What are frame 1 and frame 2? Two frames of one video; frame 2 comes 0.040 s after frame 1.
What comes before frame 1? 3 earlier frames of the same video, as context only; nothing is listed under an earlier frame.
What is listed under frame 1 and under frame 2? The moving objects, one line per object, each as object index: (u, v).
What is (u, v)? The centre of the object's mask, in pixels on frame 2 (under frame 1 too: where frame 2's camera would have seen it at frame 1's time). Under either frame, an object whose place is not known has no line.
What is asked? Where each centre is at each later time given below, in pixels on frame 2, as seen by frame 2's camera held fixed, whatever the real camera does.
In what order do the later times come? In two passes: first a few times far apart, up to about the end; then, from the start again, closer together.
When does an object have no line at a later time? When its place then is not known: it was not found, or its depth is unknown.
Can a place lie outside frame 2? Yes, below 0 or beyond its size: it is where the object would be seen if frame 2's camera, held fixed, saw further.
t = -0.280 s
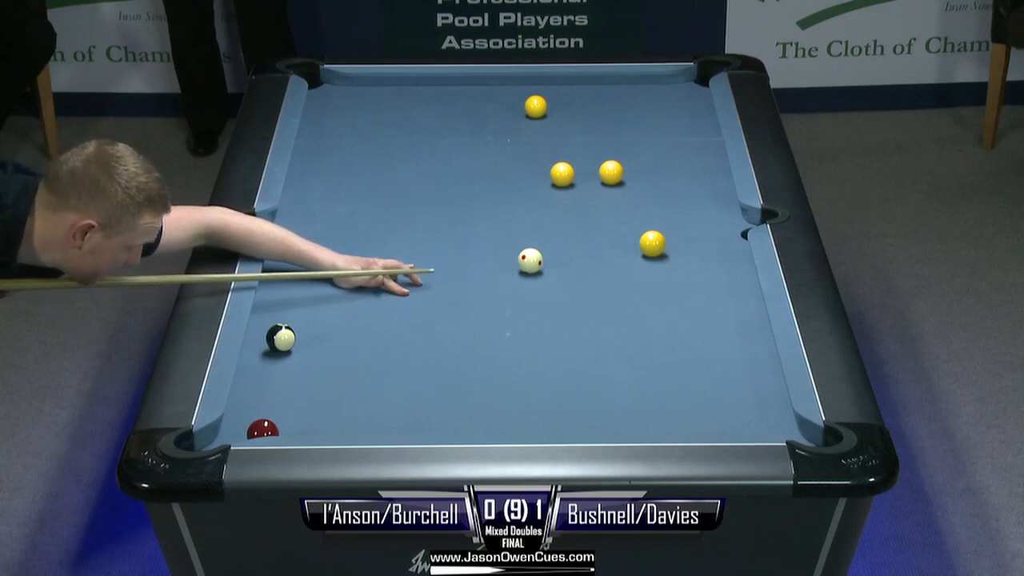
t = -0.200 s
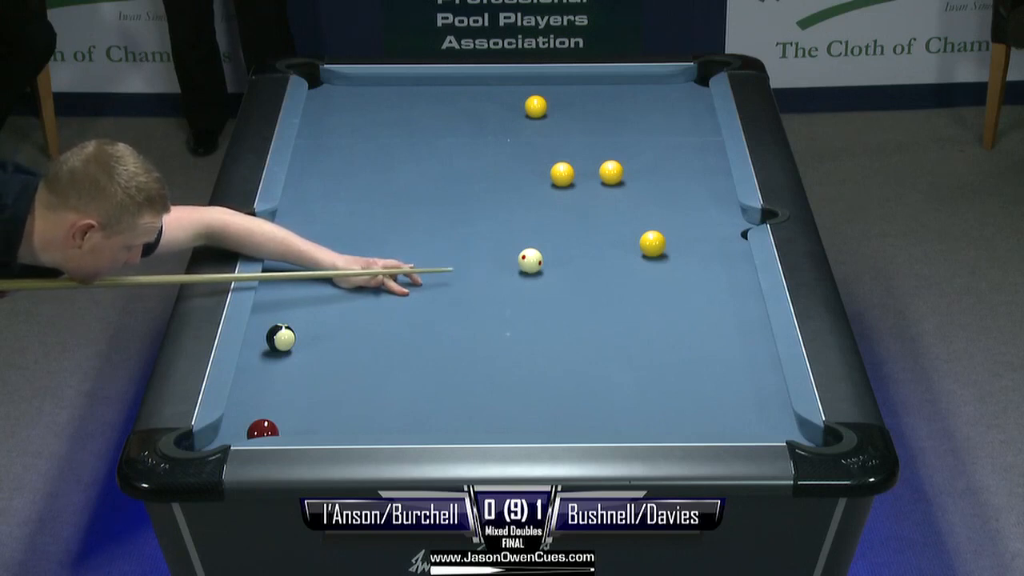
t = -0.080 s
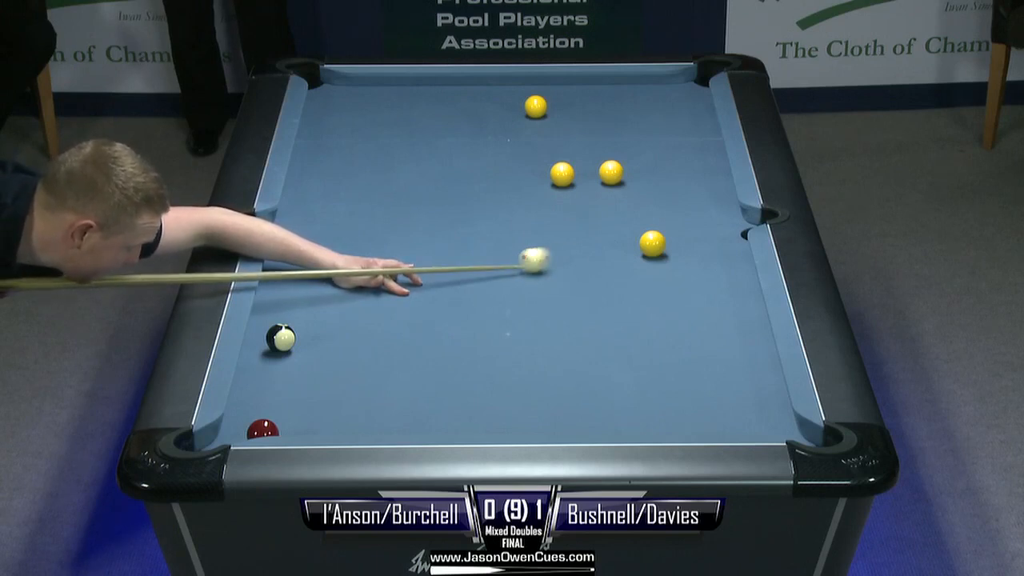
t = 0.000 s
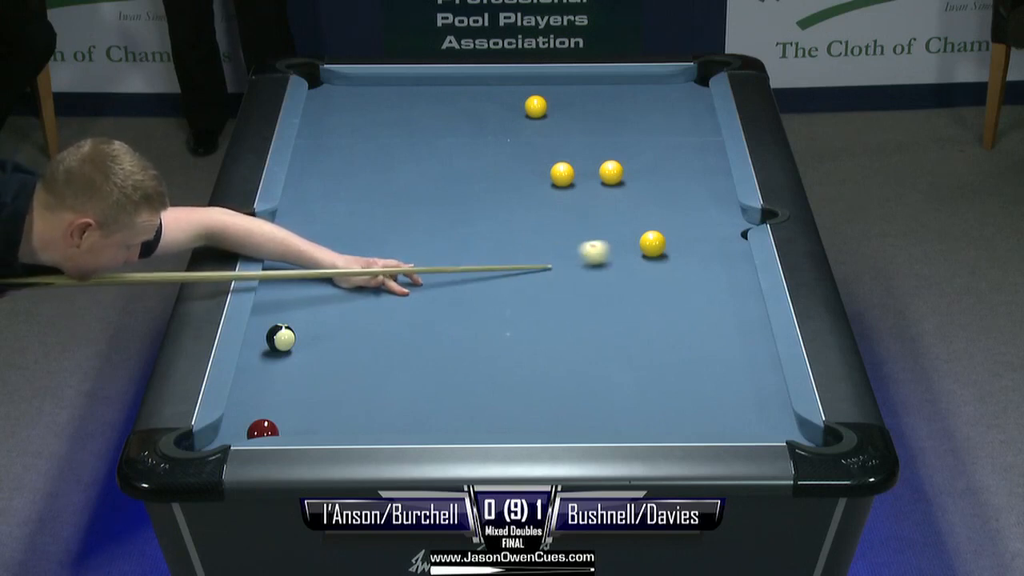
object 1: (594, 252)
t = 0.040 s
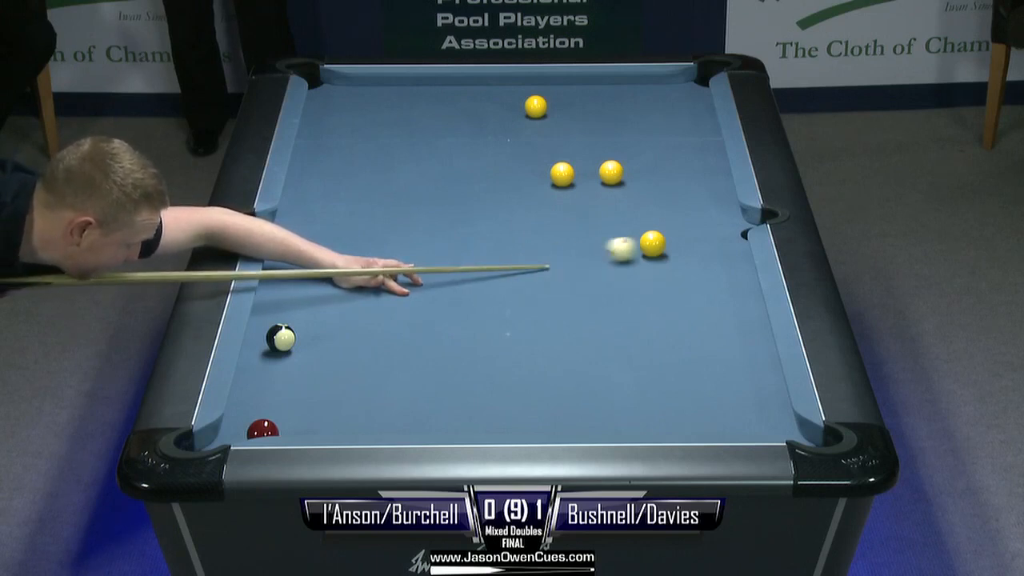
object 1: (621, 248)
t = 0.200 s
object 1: (620, 252)
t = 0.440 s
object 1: (606, 257)
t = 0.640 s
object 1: (597, 260)
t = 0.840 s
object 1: (589, 263)
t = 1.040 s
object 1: (582, 265)
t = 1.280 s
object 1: (575, 268)
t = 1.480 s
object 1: (571, 269)
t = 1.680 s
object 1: (569, 269)
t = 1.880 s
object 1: (568, 270)
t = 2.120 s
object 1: (569, 270)
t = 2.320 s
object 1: (569, 270)
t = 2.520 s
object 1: (569, 269)
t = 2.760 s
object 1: (569, 269)
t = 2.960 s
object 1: (569, 269)
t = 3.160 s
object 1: (569, 269)
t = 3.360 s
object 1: (559, 273)
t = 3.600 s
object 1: (572, 271)
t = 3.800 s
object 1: (569, 269)
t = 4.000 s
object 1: (569, 269)
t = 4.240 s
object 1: (569, 269)
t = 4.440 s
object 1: (569, 269)
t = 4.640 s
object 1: (569, 269)
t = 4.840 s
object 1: (569, 269)
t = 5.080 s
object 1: (569, 269)
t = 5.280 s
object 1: (569, 269)
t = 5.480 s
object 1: (569, 269)
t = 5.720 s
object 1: (569, 269)
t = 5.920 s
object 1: (569, 269)
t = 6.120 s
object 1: (569, 269)
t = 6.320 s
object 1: (569, 269)
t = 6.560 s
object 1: (569, 269)
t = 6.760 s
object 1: (569, 269)
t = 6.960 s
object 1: (569, 269)
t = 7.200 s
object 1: (569, 269)
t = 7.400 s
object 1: (569, 269)
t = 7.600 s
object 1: (569, 269)
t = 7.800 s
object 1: (569, 269)
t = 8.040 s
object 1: (569, 269)
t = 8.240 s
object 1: (569, 269)
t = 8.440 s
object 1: (569, 269)
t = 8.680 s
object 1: (569, 269)
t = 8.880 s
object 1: (569, 269)
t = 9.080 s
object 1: (569, 269)
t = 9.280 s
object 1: (569, 269)
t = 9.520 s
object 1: (569, 269)
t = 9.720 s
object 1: (569, 269)
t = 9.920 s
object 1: (569, 269)
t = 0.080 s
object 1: (628, 249)
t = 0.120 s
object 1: (625, 250)
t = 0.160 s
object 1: (623, 251)
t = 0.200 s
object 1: (620, 252)
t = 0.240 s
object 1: (618, 253)
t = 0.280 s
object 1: (615, 253)
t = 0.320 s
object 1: (613, 254)
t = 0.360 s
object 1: (611, 255)
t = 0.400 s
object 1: (609, 256)
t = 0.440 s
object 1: (606, 257)
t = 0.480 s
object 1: (604, 257)
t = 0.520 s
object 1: (602, 258)
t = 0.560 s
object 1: (600, 259)
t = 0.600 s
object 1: (599, 259)
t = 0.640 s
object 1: (597, 260)
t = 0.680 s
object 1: (595, 261)
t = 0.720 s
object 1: (593, 261)
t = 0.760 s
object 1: (592, 262)
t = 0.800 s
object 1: (590, 262)
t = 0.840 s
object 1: (589, 263)
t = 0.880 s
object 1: (587, 263)
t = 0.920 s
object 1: (585, 264)
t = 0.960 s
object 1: (584, 264)
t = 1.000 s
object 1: (583, 265)
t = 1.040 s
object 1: (582, 265)
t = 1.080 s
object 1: (580, 266)
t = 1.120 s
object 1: (579, 266)
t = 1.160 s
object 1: (578, 267)
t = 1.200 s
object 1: (577, 267)
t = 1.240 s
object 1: (576, 267)
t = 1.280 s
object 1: (575, 268)
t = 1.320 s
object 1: (574, 268)
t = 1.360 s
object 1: (573, 268)
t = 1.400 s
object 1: (572, 268)
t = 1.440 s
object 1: (572, 268)
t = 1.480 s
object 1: (571, 269)
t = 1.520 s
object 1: (571, 269)
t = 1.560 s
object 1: (570, 269)
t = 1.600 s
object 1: (570, 269)
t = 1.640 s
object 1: (569, 269)
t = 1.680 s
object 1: (569, 269)
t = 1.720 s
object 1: (569, 269)
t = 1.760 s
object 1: (568, 269)
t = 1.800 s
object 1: (568, 270)
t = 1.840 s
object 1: (568, 270)
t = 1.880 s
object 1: (568, 270)
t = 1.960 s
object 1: (568, 270)
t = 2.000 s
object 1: (569, 270)
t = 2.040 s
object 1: (569, 270)
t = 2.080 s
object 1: (569, 270)
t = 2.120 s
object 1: (569, 270)
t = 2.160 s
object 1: (569, 270)
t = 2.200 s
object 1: (569, 270)
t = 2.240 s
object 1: (569, 270)
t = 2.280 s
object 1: (569, 270)
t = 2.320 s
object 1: (569, 270)
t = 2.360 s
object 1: (569, 270)
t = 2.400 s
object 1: (569, 270)
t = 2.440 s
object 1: (569, 270)
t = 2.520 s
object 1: (569, 269)
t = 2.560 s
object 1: (569, 269)
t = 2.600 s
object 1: (569, 269)
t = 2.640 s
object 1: (569, 269)
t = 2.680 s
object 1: (569, 269)
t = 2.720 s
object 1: (569, 269)
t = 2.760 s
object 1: (569, 269)
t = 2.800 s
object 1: (569, 269)
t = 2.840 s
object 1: (569, 269)
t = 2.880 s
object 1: (569, 269)
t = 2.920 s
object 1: (569, 269)
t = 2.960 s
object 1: (569, 269)
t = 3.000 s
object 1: (569, 269)
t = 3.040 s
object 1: (569, 269)
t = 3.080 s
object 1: (569, 269)
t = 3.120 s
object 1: (569, 269)
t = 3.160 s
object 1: (569, 269)
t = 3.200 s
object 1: (569, 269)
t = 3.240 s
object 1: (569, 269)
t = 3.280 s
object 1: (569, 269)
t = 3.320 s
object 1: (568, 269)
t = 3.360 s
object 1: (559, 273)
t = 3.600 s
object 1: (572, 271)
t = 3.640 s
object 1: (569, 269)
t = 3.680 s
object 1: (569, 269)
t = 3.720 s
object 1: (569, 269)
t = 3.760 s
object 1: (569, 269)
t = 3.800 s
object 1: (569, 269)
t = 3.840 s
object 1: (569, 269)
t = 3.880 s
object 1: (569, 269)
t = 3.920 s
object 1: (569, 269)
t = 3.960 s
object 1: (569, 269)
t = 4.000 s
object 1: (569, 269)
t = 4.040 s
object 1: (569, 269)
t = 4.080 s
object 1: (569, 269)
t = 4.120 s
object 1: (569, 269)
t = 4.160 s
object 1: (569, 269)
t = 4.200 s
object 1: (569, 269)
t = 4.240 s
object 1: (569, 269)
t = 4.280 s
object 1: (569, 269)
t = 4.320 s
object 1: (569, 269)
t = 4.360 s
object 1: (569, 269)
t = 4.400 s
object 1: (569, 269)
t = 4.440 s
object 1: (569, 269)
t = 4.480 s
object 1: (569, 269)
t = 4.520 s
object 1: (569, 269)
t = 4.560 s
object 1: (569, 269)
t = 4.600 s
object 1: (569, 269)
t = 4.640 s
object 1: (569, 269)
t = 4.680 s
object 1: (569, 269)
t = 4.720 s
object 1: (569, 269)
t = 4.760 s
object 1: (569, 269)
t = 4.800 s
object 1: (569, 269)
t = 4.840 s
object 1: (569, 269)
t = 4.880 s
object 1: (569, 269)
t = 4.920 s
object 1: (569, 269)
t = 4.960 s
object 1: (569, 269)
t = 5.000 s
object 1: (569, 269)
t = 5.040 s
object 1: (569, 269)
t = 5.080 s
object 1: (569, 269)
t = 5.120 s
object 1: (569, 269)
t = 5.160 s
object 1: (569, 269)
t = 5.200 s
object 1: (569, 269)
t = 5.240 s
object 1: (569, 269)
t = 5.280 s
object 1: (569, 269)
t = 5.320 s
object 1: (569, 269)
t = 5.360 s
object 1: (569, 269)
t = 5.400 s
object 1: (569, 269)
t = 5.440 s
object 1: (569, 269)
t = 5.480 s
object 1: (569, 269)
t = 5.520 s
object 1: (569, 269)
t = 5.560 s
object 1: (569, 269)
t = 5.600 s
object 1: (569, 269)
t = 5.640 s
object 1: (569, 269)
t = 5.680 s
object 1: (569, 269)
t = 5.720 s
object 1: (569, 269)
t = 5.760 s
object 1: (569, 269)
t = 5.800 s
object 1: (569, 269)
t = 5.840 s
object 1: (569, 269)
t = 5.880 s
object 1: (569, 269)
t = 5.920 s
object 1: (569, 269)
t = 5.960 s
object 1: (569, 269)
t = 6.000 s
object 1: (569, 269)
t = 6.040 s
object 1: (569, 269)
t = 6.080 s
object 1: (569, 269)
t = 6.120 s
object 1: (569, 269)
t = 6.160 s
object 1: (569, 269)
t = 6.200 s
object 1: (569, 269)
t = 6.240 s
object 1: (569, 269)
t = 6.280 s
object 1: (569, 269)
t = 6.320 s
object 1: (569, 269)
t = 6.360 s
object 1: (569, 269)
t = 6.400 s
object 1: (569, 269)
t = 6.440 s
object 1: (569, 269)
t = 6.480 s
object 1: (569, 269)
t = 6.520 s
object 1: (569, 269)
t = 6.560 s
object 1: (569, 269)
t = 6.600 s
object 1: (569, 269)
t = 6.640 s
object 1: (569, 269)
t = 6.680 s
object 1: (569, 269)
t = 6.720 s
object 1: (569, 269)
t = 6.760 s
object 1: (569, 269)
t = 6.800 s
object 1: (569, 269)
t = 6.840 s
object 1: (569, 269)
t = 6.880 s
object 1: (569, 269)
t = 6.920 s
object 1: (569, 269)
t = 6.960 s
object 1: (569, 269)
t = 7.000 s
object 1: (569, 269)
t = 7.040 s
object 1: (569, 269)
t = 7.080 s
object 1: (569, 269)
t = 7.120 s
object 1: (569, 269)
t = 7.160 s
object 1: (569, 269)
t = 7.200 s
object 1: (569, 269)
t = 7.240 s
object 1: (569, 269)
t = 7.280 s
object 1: (569, 269)
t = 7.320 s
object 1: (569, 269)
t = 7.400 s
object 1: (569, 269)
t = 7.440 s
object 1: (569, 269)
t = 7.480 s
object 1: (569, 269)
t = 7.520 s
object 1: (569, 269)
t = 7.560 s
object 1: (569, 269)
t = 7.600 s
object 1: (569, 269)
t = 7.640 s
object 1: (569, 269)
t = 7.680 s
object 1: (569, 269)
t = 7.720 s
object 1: (569, 269)
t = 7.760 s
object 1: (569, 269)
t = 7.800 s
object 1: (569, 269)
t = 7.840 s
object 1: (569, 269)
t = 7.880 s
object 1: (569, 269)
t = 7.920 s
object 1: (569, 269)
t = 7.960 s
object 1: (569, 269)
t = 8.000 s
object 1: (569, 269)
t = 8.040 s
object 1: (569, 269)
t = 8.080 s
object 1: (569, 269)
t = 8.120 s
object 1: (569, 269)
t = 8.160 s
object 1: (569, 269)
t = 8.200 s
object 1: (569, 269)
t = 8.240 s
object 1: (569, 269)
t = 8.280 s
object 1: (569, 269)
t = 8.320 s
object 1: (569, 269)
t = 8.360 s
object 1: (569, 269)
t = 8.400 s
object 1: (569, 269)
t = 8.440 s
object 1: (569, 269)
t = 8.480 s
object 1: (569, 269)
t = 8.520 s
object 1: (569, 269)
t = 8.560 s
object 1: (569, 269)
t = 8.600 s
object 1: (569, 269)
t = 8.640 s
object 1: (569, 269)
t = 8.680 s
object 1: (569, 269)
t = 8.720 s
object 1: (569, 269)
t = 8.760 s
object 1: (569, 269)
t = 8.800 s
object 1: (569, 269)
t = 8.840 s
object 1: (569, 269)
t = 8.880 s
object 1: (569, 269)
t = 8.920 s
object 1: (569, 269)
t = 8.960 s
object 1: (569, 269)
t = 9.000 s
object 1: (569, 269)
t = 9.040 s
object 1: (569, 269)
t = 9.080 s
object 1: (569, 269)
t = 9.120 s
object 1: (569, 269)
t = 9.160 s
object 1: (569, 269)
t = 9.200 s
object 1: (569, 269)
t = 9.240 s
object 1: (569, 269)
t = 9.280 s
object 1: (569, 269)
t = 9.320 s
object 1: (569, 269)
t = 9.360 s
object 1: (569, 269)
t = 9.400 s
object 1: (569, 269)
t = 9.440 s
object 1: (569, 269)
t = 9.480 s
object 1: (569, 269)
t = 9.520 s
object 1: (569, 269)
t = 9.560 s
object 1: (569, 269)
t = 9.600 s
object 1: (569, 269)
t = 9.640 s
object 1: (569, 269)
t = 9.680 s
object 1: (569, 269)
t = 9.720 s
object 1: (569, 269)
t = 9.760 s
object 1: (569, 269)
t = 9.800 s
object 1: (569, 269)
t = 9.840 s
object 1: (569, 269)
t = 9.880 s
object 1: (569, 269)
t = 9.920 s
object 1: (569, 269)
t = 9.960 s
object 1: (569, 269)
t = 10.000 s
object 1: (569, 269)
